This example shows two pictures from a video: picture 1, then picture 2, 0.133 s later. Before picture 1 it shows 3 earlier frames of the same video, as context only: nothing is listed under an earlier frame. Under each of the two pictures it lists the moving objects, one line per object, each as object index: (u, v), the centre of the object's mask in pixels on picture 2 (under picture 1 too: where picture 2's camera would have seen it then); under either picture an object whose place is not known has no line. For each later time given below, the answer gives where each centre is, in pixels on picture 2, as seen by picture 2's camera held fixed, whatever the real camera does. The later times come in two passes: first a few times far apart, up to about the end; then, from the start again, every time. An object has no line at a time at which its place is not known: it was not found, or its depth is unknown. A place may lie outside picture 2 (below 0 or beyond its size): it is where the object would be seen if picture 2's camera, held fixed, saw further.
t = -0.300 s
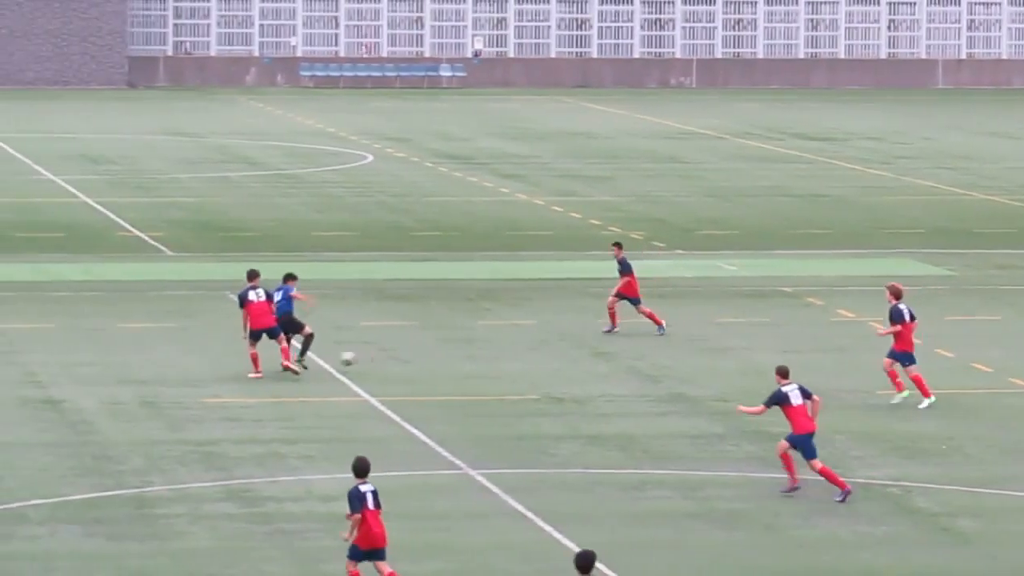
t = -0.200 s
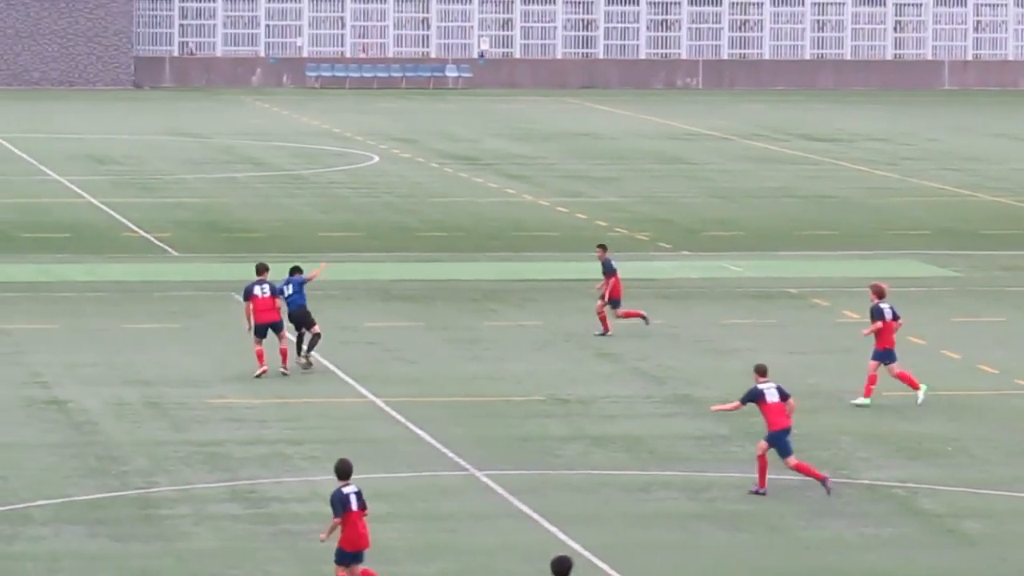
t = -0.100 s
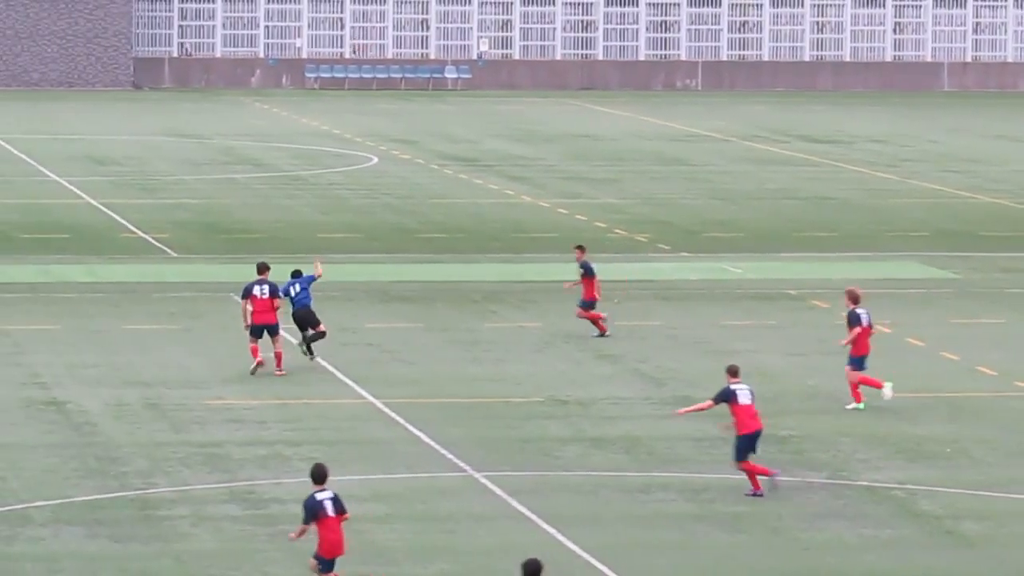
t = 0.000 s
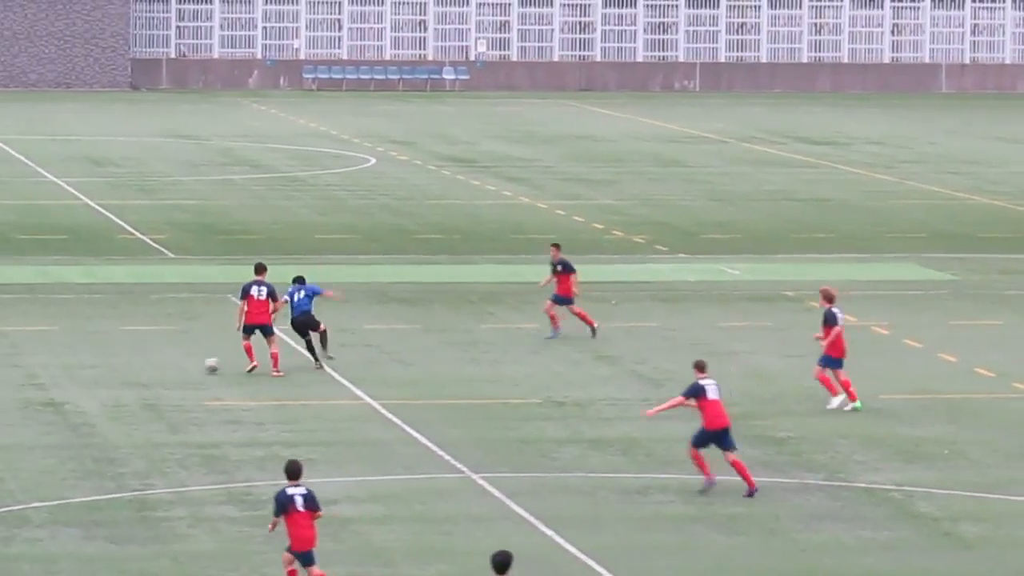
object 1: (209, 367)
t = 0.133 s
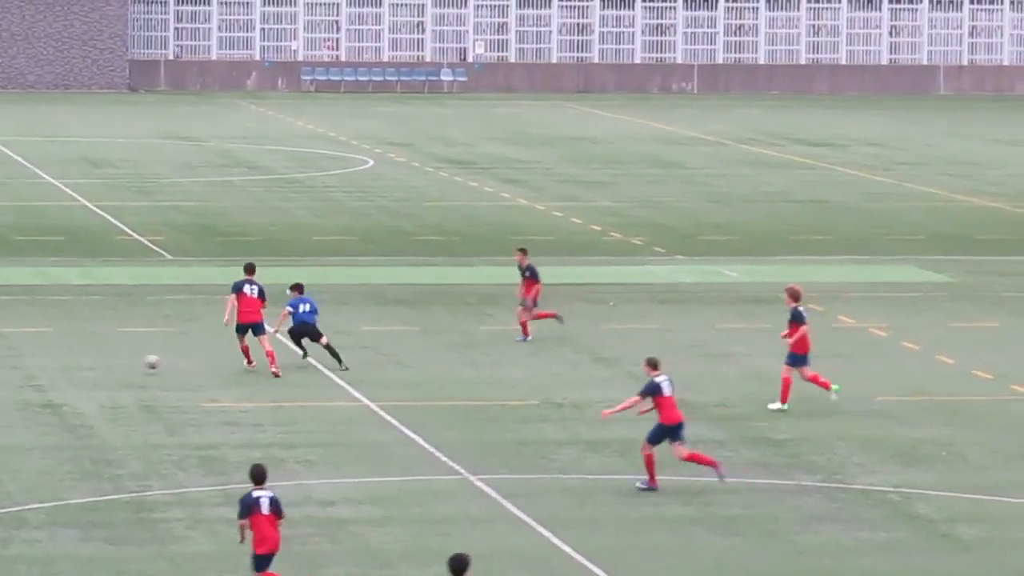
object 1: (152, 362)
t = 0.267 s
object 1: (95, 365)
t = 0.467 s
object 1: (12, 363)
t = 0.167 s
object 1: (137, 361)
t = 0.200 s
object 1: (123, 361)
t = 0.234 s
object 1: (109, 363)
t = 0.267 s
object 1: (95, 365)
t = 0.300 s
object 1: (82, 366)
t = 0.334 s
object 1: (68, 364)
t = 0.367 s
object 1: (54, 362)
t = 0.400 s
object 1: (40, 362)
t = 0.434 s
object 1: (26, 362)
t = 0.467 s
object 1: (12, 363)
